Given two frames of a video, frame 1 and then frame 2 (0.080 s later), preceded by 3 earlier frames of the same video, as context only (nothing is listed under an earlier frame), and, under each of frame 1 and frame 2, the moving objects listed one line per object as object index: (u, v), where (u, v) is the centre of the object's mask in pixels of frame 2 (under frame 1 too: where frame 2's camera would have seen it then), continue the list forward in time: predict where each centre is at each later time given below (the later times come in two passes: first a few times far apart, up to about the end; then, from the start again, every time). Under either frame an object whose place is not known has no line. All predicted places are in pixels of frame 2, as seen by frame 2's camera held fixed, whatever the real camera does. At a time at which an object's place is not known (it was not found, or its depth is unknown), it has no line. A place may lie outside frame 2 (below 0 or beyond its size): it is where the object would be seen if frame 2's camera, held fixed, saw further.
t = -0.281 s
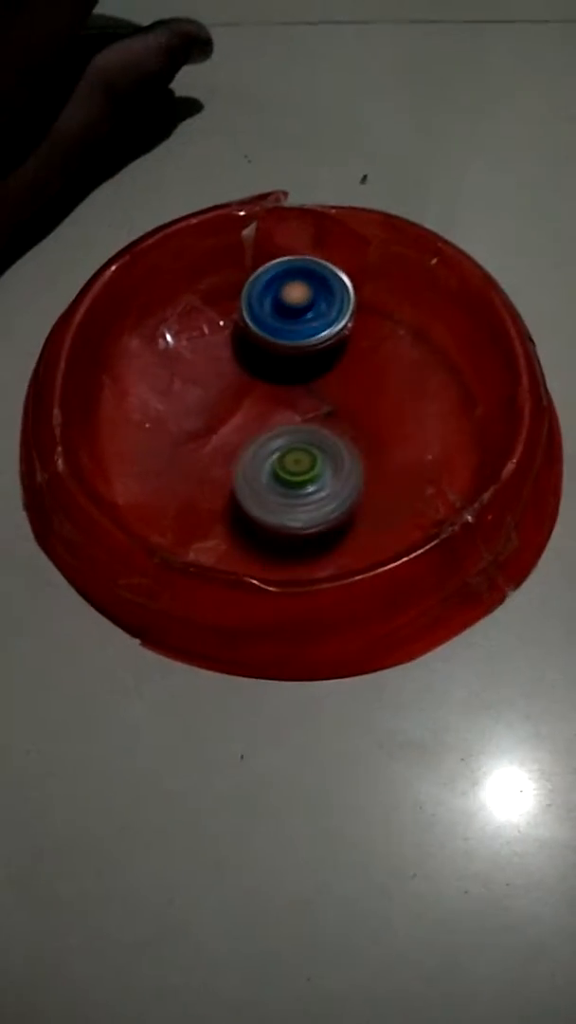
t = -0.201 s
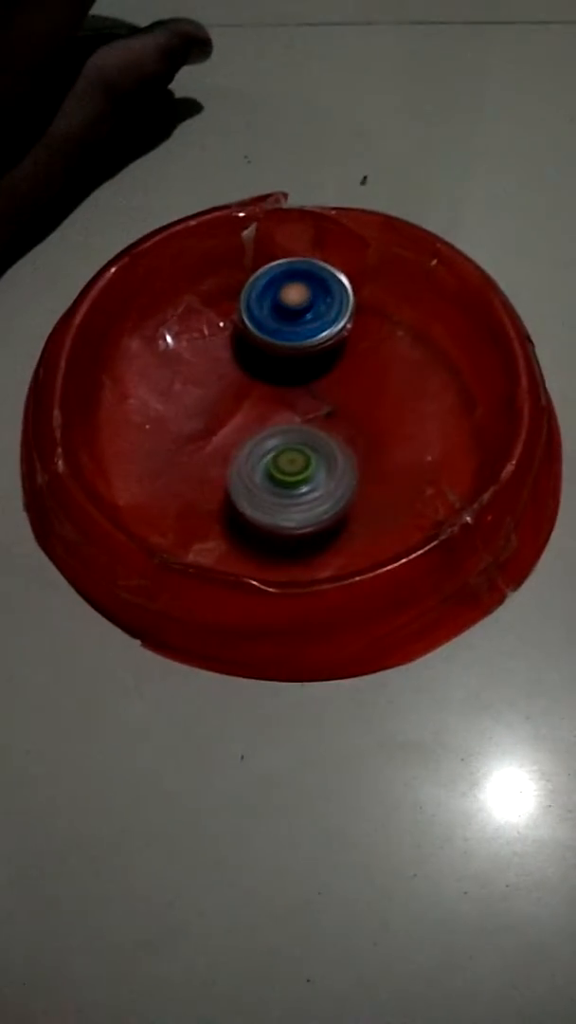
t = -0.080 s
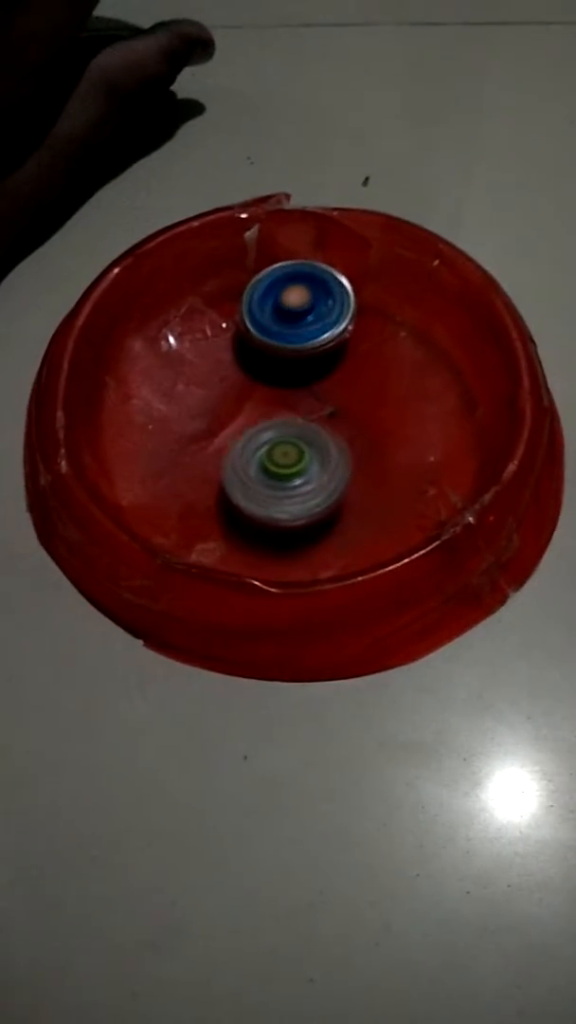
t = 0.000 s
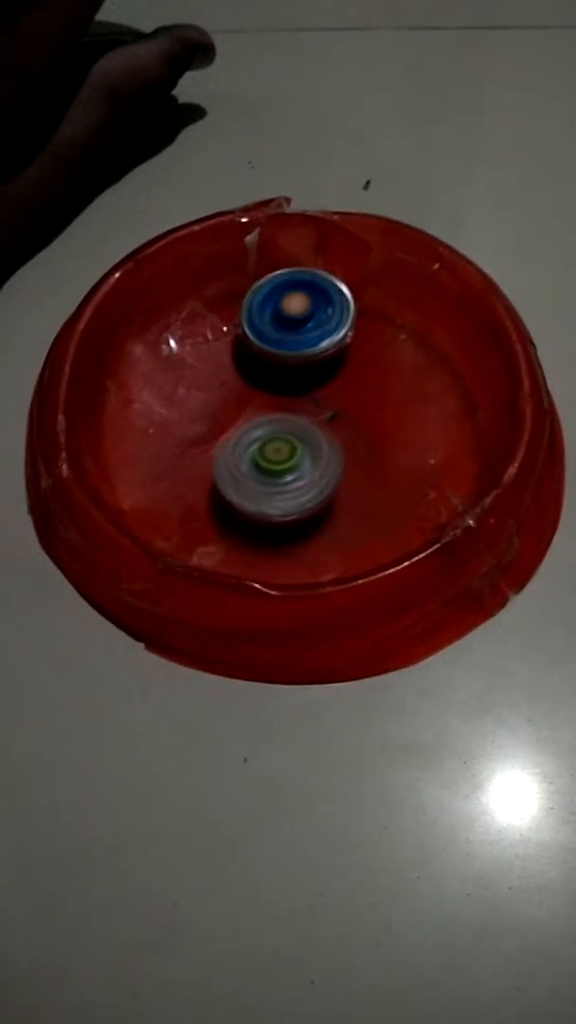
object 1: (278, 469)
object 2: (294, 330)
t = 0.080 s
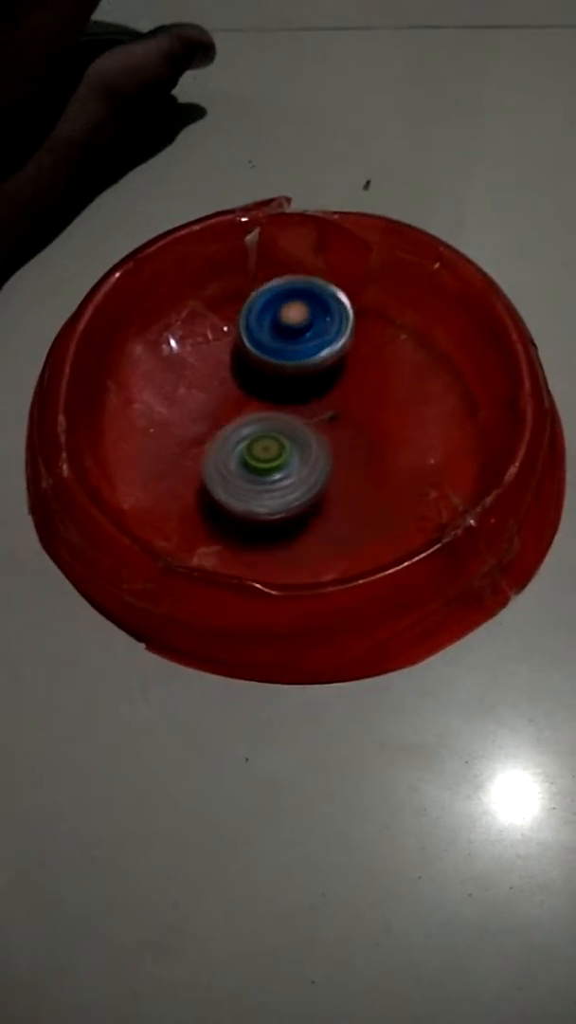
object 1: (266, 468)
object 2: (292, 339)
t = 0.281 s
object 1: (233, 467)
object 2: (290, 366)
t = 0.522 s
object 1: (240, 485)
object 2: (321, 380)
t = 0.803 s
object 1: (272, 511)
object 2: (298, 328)
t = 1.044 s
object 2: (219, 366)
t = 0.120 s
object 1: (258, 467)
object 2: (291, 345)
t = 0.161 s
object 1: (250, 465)
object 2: (288, 351)
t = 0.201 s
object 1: (243, 465)
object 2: (287, 356)
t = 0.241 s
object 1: (238, 465)
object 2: (288, 361)
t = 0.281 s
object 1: (233, 467)
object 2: (290, 366)
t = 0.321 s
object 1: (230, 468)
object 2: (295, 371)
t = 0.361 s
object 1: (232, 469)
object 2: (300, 376)
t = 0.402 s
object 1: (237, 470)
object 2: (305, 380)
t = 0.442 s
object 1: (242, 472)
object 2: (311, 383)
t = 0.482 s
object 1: (241, 477)
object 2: (319, 382)
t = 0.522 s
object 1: (240, 485)
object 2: (321, 380)
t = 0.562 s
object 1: (244, 489)
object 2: (317, 376)
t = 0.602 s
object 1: (251, 490)
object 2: (310, 371)
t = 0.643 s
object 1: (260, 489)
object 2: (302, 367)
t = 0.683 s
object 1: (269, 485)
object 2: (294, 365)
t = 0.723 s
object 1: (276, 479)
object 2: (289, 365)
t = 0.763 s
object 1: (282, 471)
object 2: (288, 365)
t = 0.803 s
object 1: (272, 511)
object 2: (298, 328)
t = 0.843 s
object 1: (277, 511)
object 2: (286, 319)
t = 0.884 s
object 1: (295, 478)
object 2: (257, 343)
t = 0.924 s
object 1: (310, 463)
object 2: (235, 368)
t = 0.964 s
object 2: (196, 339)
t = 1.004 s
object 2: (203, 345)
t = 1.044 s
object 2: (219, 366)
